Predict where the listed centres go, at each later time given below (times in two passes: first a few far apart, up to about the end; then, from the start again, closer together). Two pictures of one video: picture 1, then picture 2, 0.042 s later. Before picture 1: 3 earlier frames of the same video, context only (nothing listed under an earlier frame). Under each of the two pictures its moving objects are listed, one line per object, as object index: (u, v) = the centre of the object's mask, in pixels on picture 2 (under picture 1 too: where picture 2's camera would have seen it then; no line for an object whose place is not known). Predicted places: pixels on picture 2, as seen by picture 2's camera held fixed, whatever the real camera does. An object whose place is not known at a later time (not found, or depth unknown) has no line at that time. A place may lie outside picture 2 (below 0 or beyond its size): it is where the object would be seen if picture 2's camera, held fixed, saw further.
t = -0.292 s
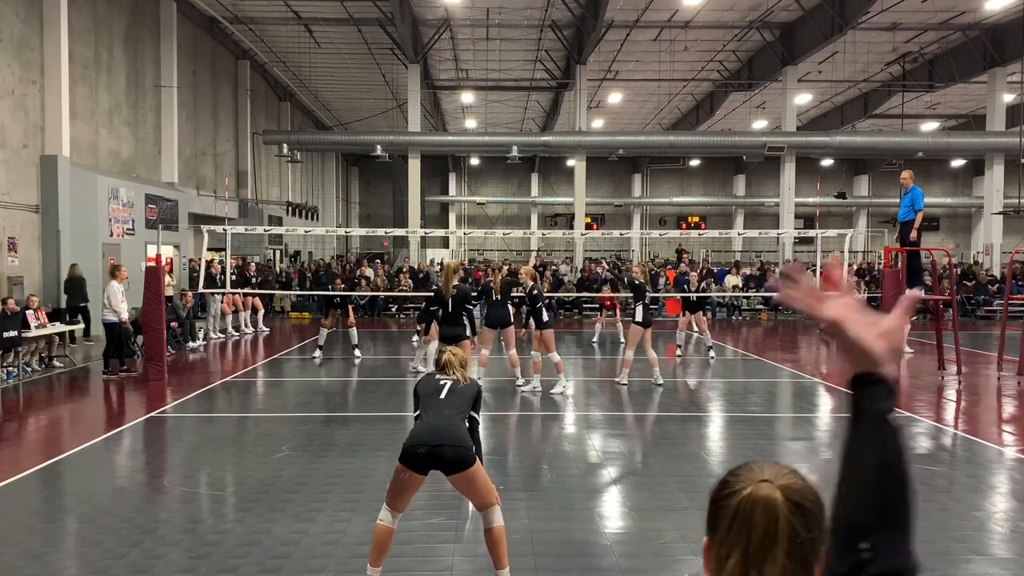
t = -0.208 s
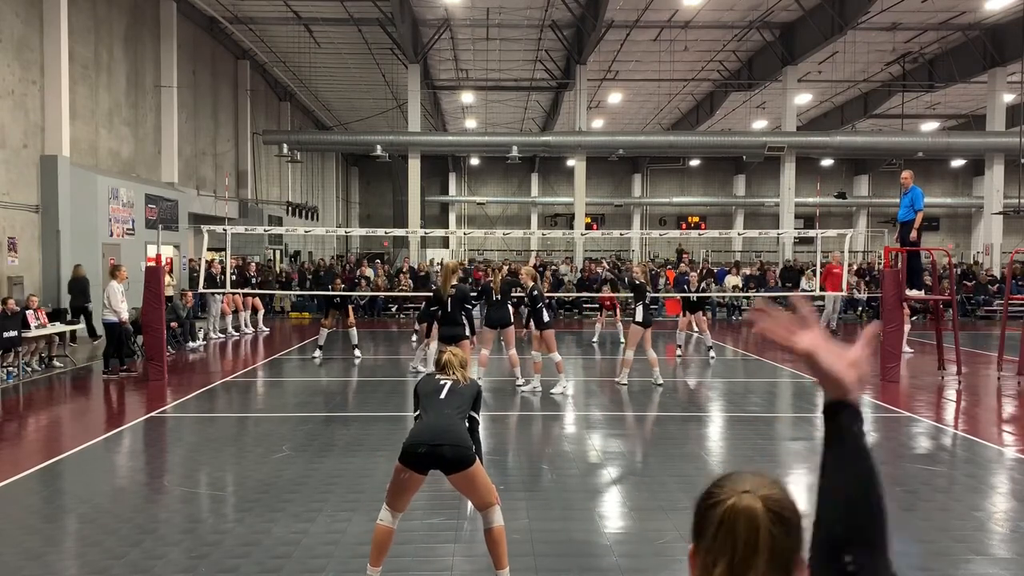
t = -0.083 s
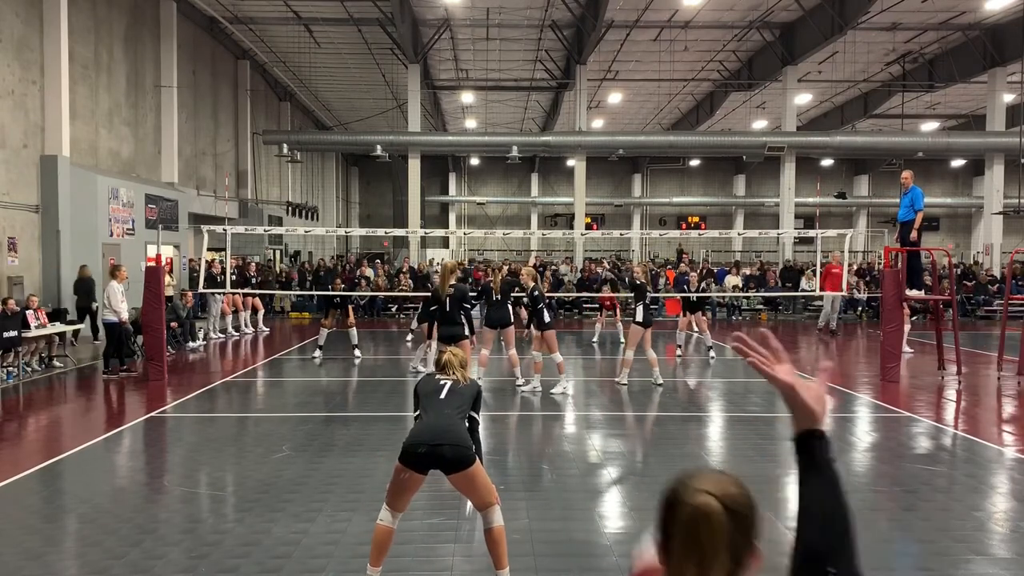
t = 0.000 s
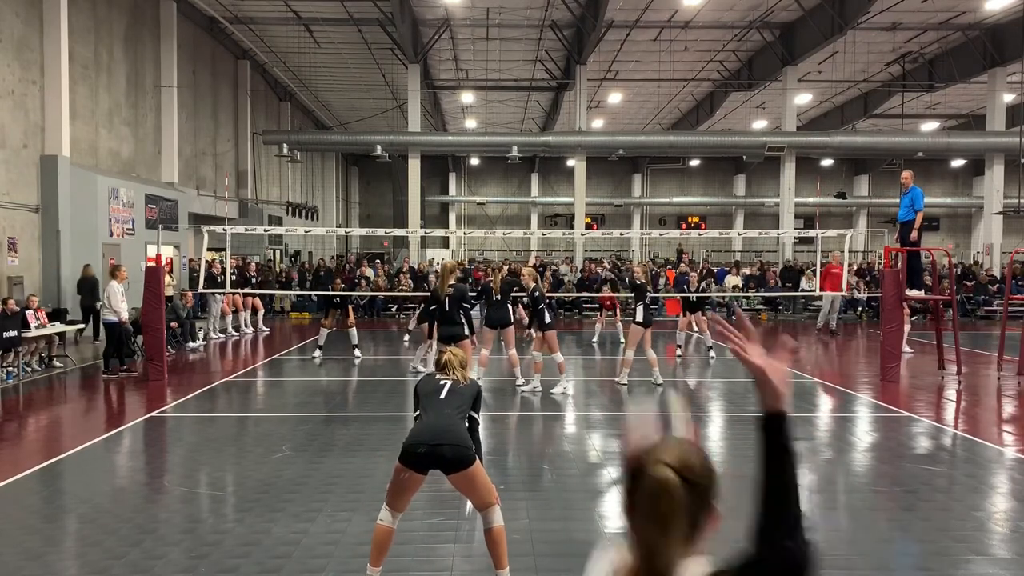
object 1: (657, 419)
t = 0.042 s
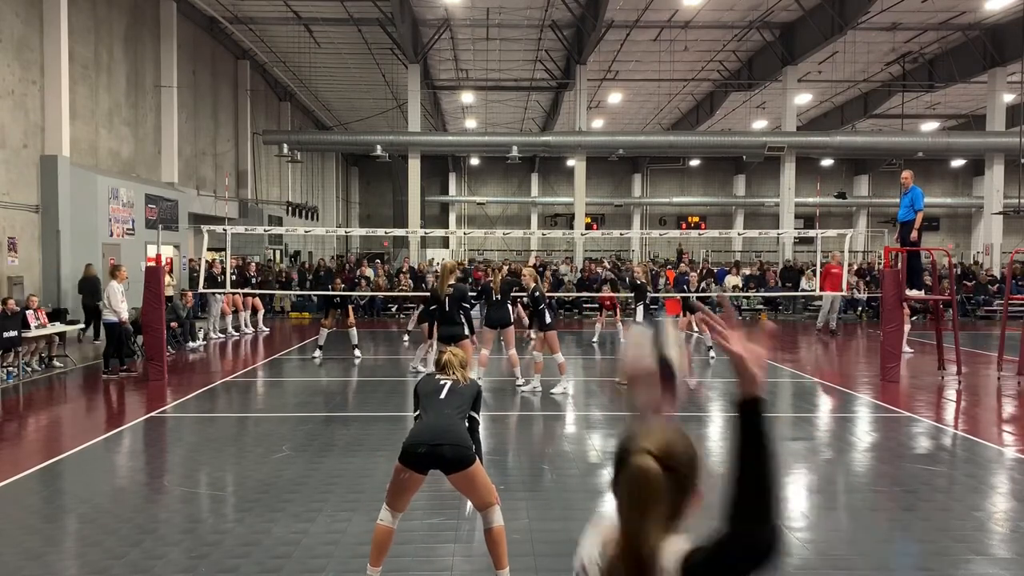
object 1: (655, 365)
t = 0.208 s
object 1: (640, 144)
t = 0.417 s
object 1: (627, 44)
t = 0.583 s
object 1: (618, 60)
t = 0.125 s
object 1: (647, 236)
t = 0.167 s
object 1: (644, 183)
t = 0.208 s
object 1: (640, 144)
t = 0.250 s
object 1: (639, 112)
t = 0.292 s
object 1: (634, 85)
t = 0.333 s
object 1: (632, 63)
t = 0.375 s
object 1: (630, 50)
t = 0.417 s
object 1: (627, 44)
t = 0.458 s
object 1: (625, 42)
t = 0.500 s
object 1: (622, 43)
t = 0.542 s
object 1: (620, 50)
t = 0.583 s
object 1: (618, 60)
